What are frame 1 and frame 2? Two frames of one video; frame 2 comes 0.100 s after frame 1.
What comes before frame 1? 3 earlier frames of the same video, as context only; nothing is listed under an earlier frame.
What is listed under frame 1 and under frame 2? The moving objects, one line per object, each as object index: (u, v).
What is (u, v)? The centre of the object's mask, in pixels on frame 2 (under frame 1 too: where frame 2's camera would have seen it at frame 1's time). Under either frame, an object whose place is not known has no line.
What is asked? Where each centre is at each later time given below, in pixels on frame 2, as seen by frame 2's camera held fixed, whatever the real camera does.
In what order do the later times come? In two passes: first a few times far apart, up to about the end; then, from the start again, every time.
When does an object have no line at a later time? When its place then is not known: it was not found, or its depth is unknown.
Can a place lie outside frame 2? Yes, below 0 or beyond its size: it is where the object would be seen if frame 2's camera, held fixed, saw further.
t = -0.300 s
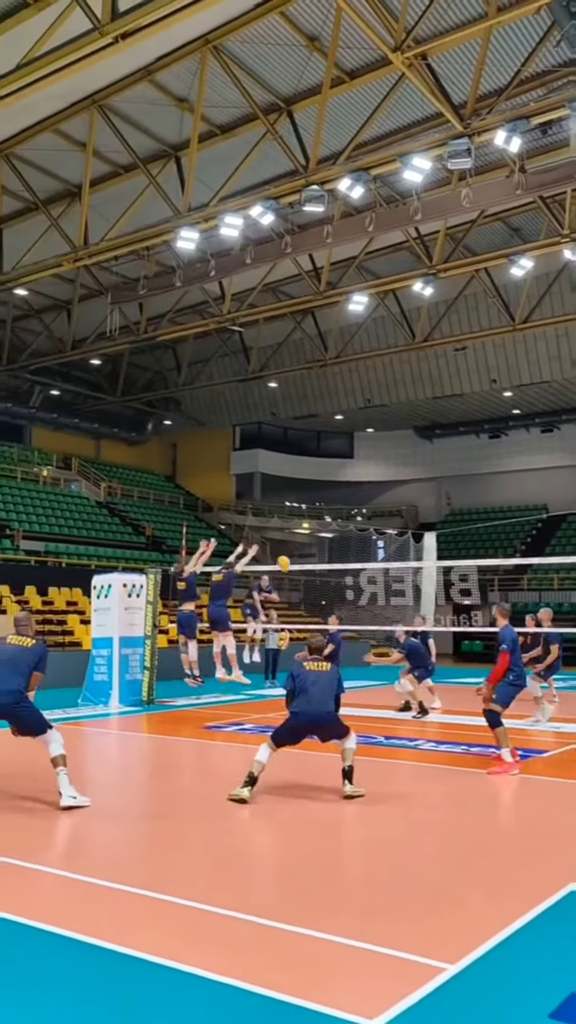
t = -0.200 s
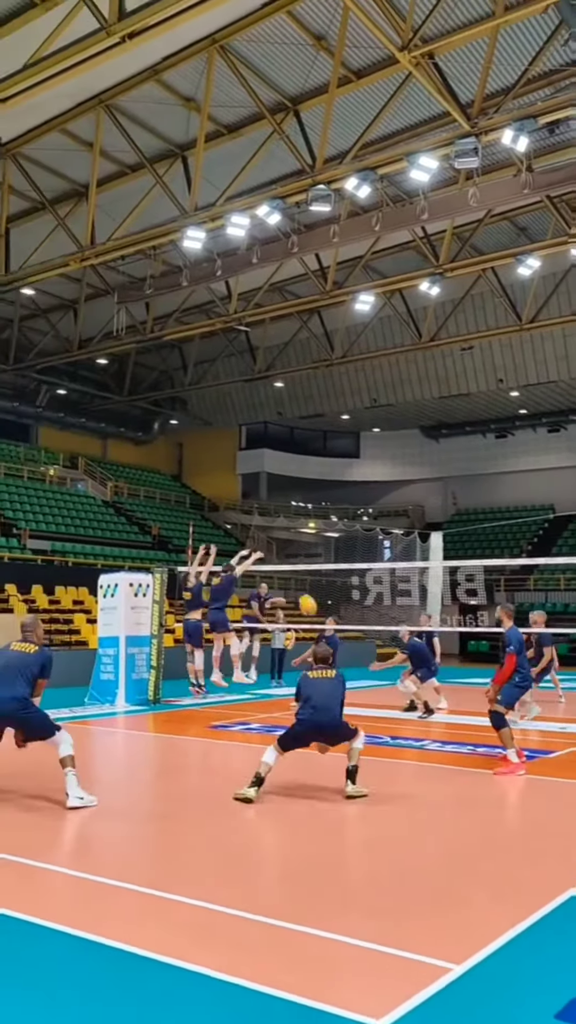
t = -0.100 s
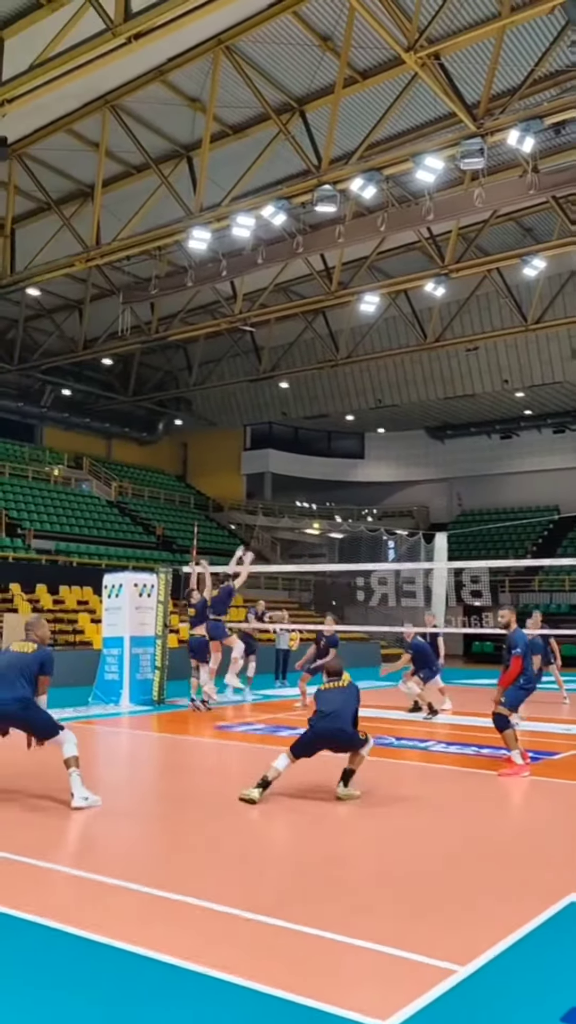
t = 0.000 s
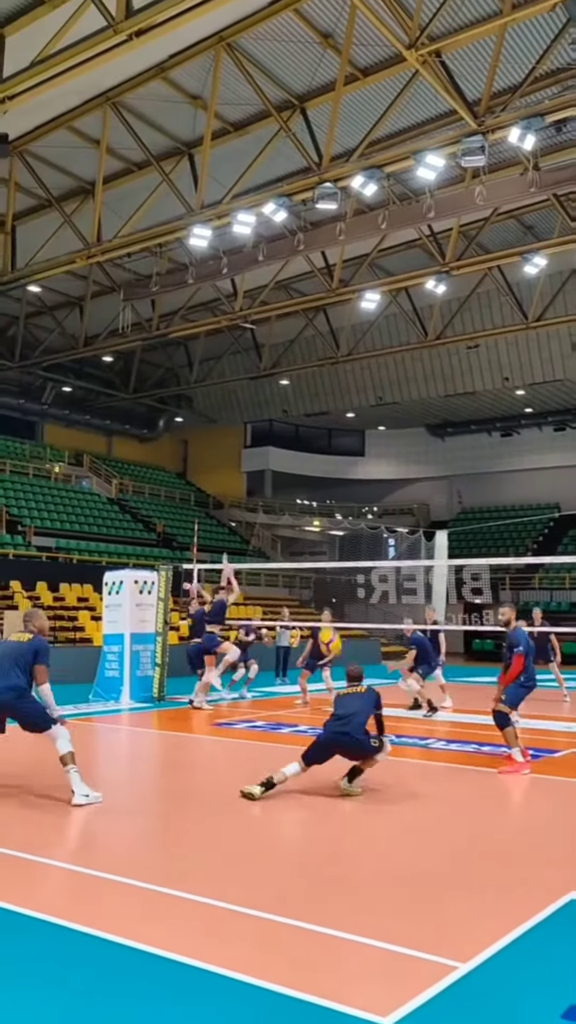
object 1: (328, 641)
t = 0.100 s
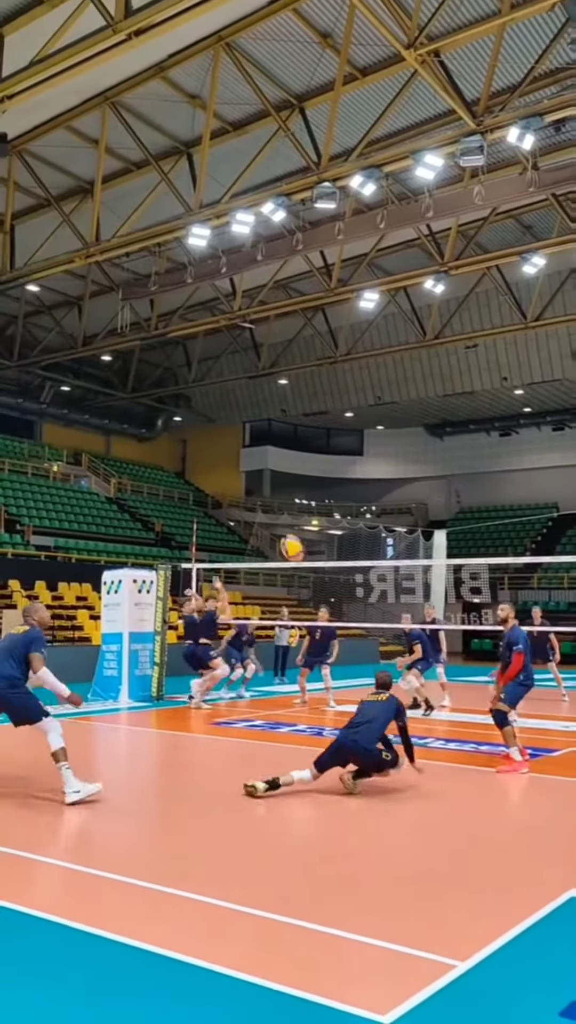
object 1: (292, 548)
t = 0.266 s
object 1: (238, 430)
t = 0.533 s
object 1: (160, 316)
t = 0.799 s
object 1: (89, 272)
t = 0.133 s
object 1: (281, 521)
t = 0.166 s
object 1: (270, 496)
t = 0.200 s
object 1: (259, 473)
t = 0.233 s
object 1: (248, 451)
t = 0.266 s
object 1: (238, 430)
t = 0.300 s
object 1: (228, 412)
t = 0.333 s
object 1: (217, 394)
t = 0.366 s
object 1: (208, 378)
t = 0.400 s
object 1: (198, 363)
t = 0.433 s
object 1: (189, 349)
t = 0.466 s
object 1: (179, 337)
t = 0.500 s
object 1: (169, 326)
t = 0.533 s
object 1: (160, 316)
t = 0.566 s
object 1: (151, 306)
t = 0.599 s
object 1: (142, 299)
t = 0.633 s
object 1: (133, 292)
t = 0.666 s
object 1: (124, 286)
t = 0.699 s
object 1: (115, 281)
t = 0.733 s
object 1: (107, 277)
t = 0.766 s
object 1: (98, 274)
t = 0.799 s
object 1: (89, 272)
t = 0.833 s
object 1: (81, 270)
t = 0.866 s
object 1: (72, 270)
